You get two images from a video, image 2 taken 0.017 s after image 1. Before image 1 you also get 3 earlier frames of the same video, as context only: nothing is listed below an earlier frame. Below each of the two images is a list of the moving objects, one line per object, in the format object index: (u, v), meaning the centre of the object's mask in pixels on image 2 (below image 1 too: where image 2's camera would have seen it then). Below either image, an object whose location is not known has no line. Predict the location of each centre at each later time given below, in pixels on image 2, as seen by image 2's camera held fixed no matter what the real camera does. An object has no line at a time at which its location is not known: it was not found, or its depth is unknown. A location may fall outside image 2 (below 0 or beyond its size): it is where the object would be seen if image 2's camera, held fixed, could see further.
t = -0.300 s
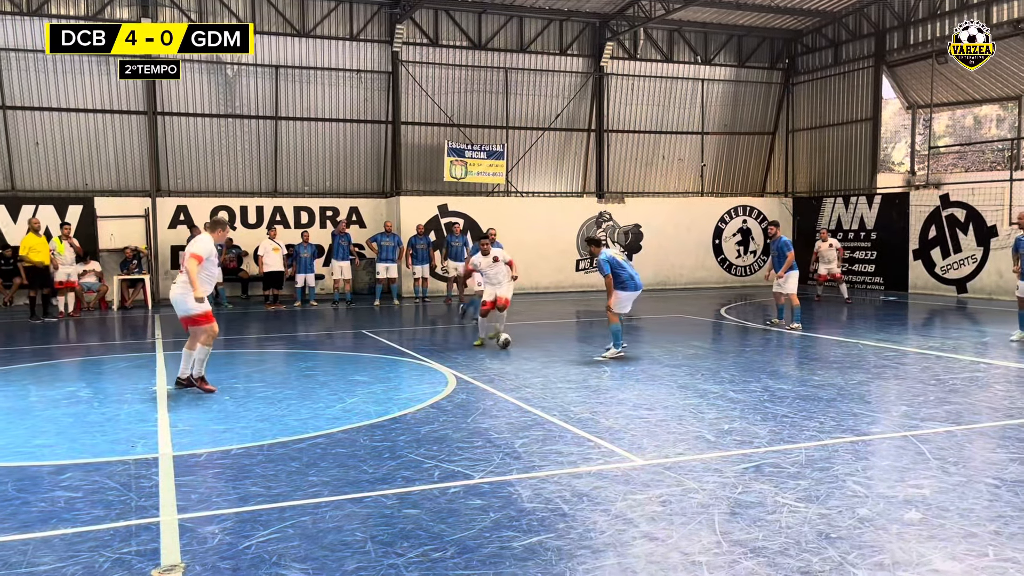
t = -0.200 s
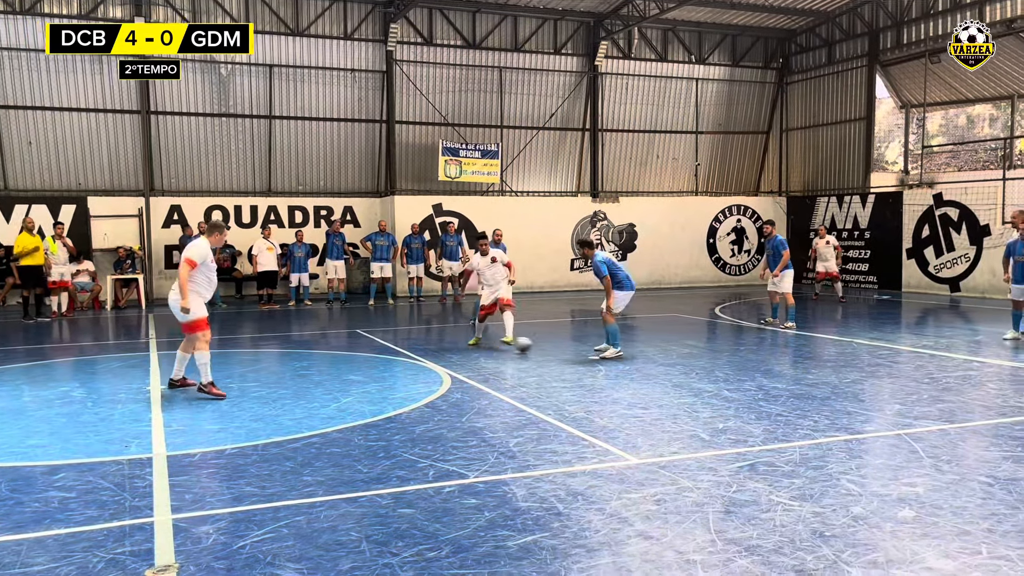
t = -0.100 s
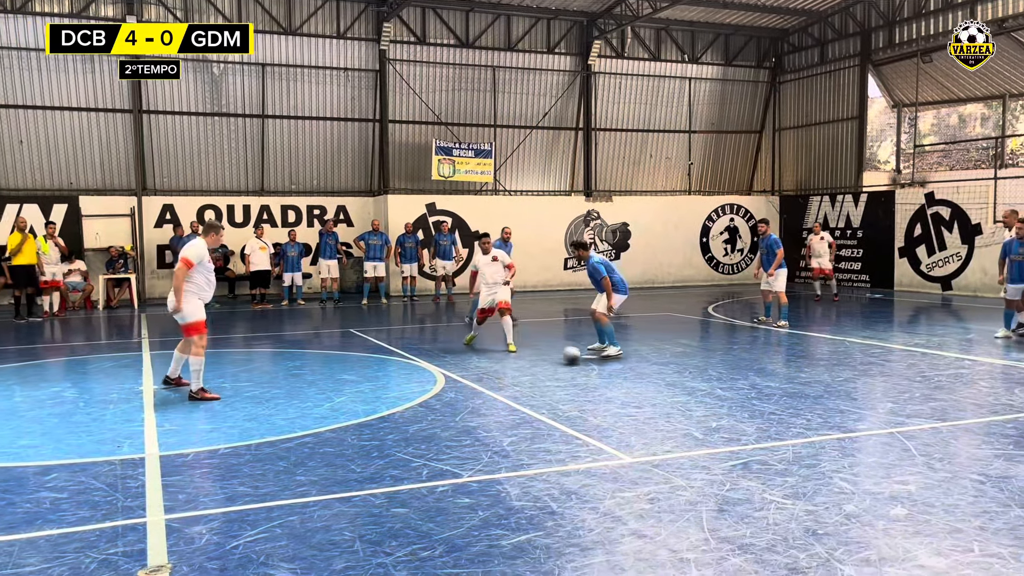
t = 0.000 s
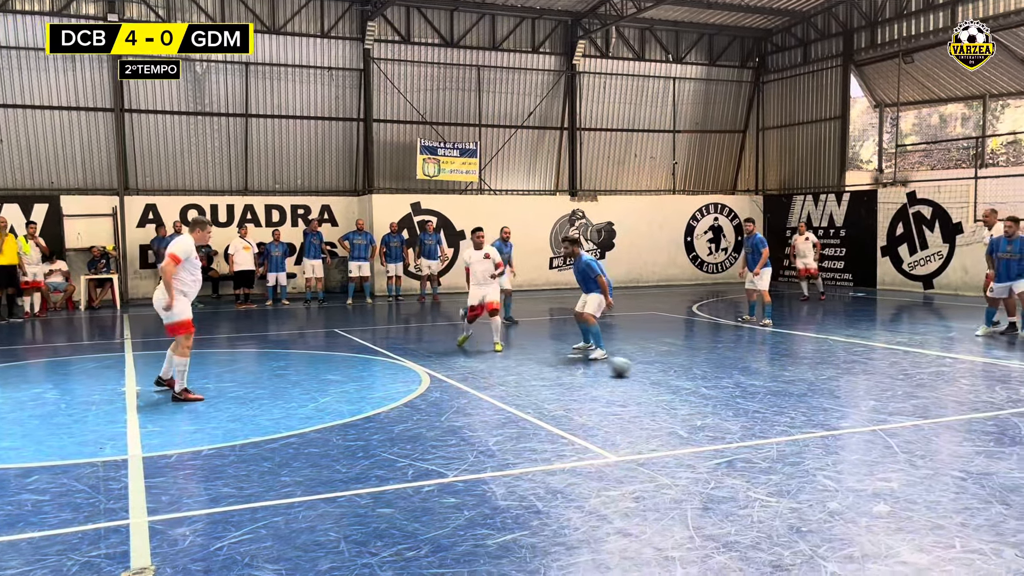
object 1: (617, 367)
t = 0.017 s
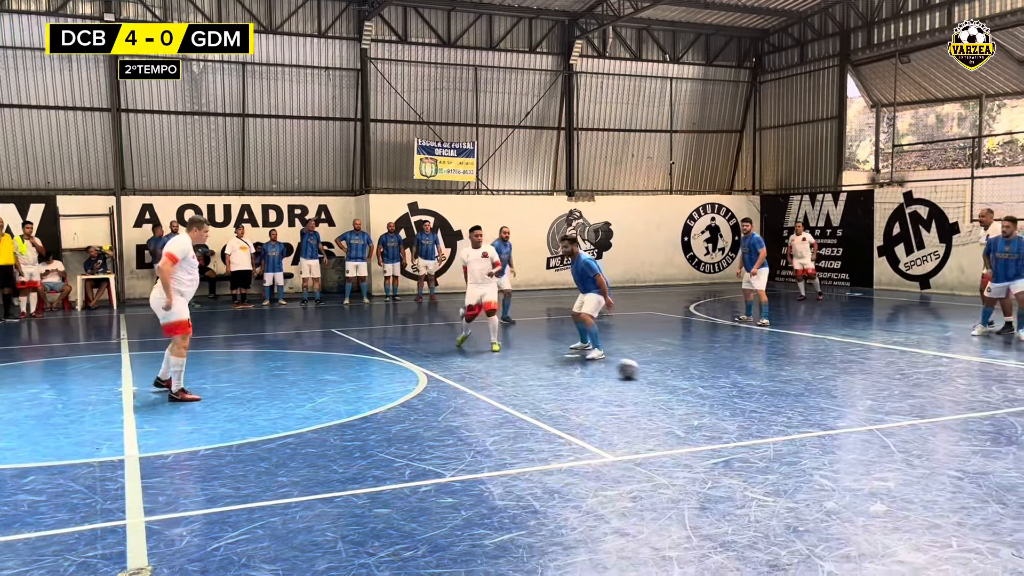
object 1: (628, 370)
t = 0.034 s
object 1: (639, 371)
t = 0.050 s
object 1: (652, 374)
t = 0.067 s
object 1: (663, 376)
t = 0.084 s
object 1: (675, 378)
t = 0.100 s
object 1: (688, 381)
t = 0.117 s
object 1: (700, 383)
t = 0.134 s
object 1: (714, 386)
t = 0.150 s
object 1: (728, 388)
